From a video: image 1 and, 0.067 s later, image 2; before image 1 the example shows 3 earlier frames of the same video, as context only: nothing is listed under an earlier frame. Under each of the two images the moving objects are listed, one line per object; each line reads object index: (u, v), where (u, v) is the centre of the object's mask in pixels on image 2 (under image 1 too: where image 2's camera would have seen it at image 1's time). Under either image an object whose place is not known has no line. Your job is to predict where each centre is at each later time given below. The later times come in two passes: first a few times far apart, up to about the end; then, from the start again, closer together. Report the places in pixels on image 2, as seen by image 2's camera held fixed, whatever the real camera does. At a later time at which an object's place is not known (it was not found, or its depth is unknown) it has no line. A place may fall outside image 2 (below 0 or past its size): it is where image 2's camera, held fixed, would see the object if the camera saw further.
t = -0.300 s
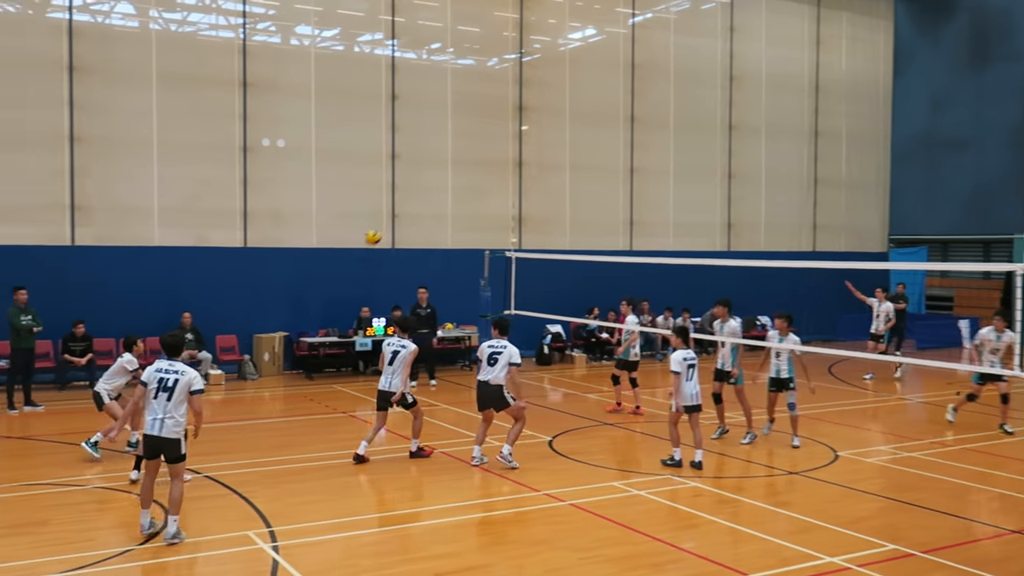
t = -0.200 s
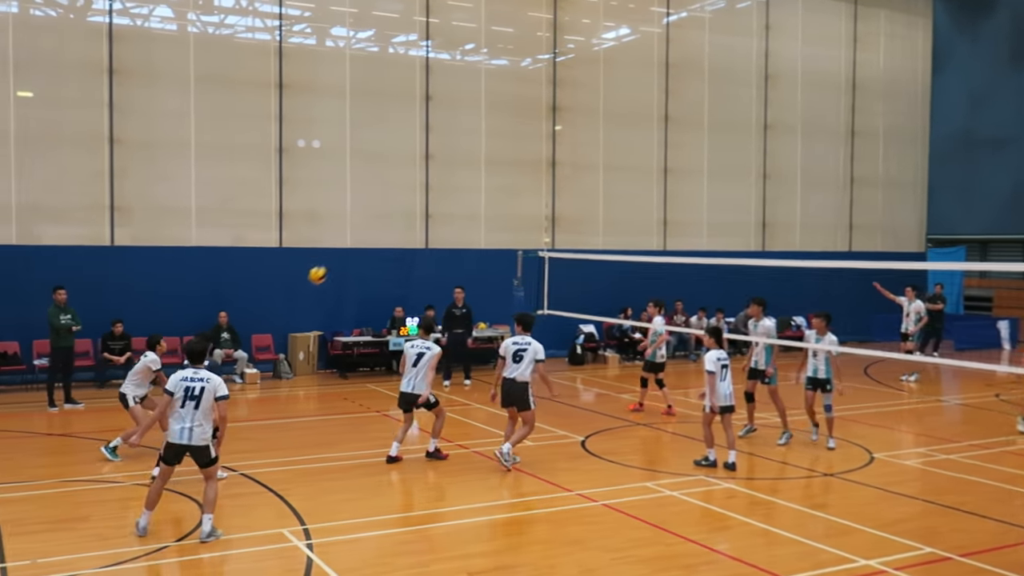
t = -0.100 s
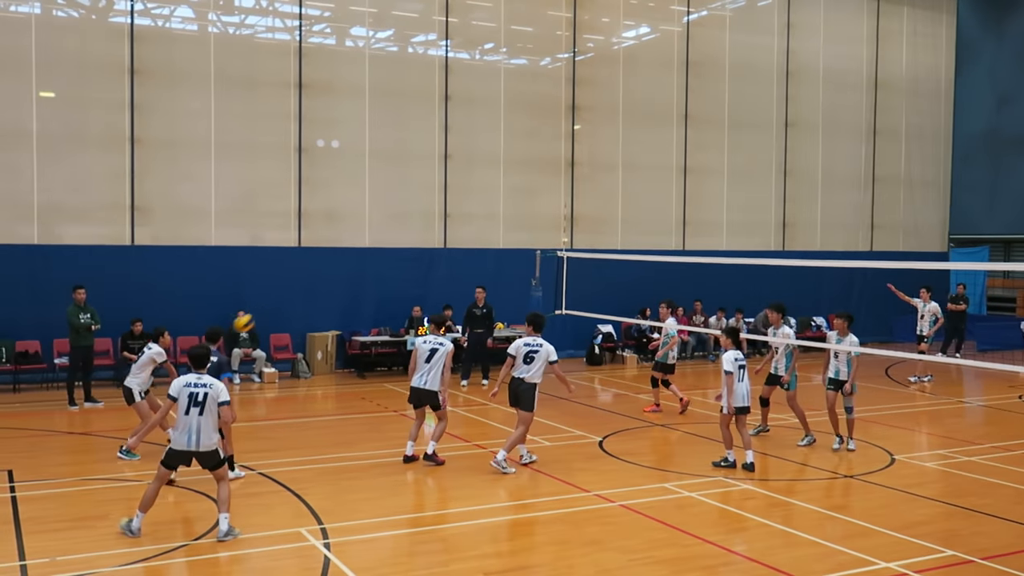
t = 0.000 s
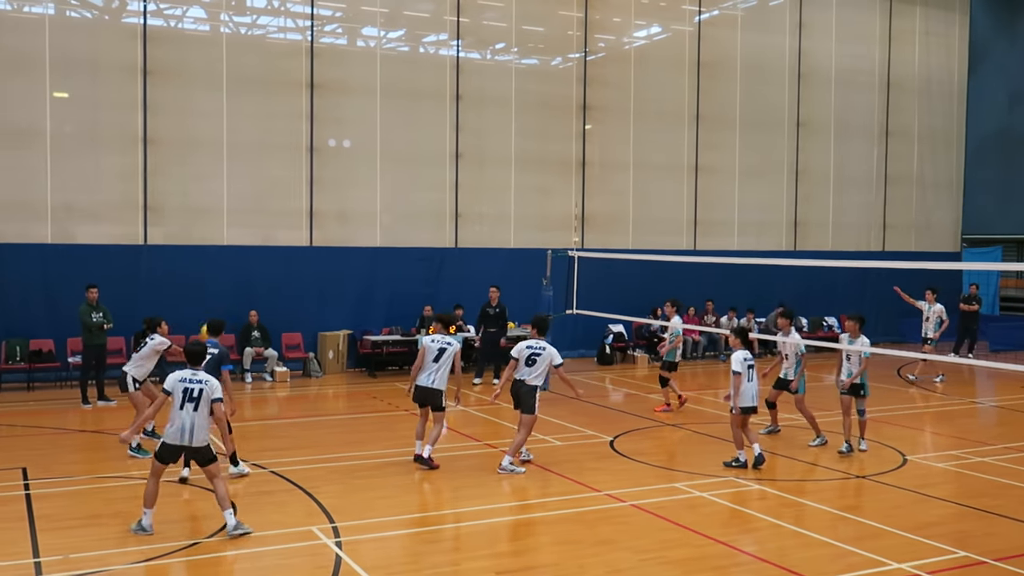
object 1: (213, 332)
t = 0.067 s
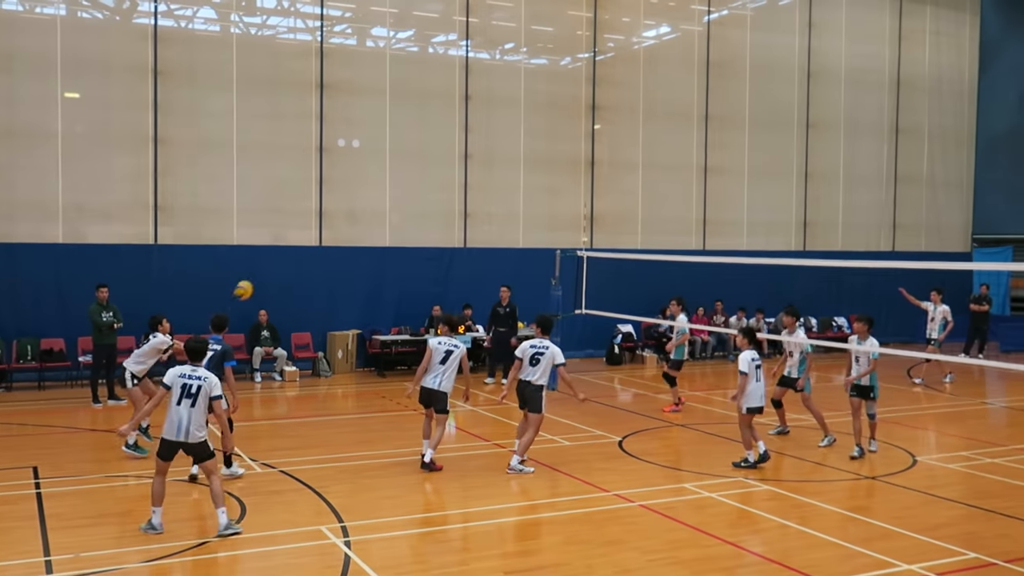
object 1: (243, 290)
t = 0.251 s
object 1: (309, 196)
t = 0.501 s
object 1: (391, 116)
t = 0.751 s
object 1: (465, 88)
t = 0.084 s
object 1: (250, 280)
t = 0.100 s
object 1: (256, 271)
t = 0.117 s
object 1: (262, 261)
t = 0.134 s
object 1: (268, 253)
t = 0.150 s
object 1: (274, 244)
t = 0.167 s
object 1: (280, 235)
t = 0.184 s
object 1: (286, 227)
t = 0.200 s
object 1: (292, 218)
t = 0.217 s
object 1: (298, 211)
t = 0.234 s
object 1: (303, 204)
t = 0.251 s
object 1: (309, 196)
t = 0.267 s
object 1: (315, 189)
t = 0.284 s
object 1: (321, 182)
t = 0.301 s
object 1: (326, 176)
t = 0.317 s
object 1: (332, 170)
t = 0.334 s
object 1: (338, 163)
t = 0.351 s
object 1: (343, 158)
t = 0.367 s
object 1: (348, 153)
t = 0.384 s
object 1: (354, 147)
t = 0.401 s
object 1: (359, 142)
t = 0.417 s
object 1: (365, 138)
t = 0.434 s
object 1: (370, 133)
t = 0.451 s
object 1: (376, 128)
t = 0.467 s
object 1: (381, 125)
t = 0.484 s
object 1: (386, 120)
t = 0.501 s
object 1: (391, 116)
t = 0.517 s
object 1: (396, 113)
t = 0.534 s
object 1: (402, 110)
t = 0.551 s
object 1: (406, 107)
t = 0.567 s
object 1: (412, 104)
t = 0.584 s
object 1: (417, 102)
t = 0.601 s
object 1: (422, 99)
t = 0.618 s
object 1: (427, 97)
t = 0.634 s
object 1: (431, 95)
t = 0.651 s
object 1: (436, 94)
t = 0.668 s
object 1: (441, 93)
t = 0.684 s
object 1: (446, 91)
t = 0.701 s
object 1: (451, 91)
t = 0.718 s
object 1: (456, 90)
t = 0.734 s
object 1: (461, 89)
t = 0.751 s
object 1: (465, 88)
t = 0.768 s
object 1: (470, 88)
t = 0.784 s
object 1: (475, 88)
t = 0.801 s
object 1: (479, 89)
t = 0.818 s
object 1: (484, 89)
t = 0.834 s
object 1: (488, 89)
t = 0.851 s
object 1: (493, 90)
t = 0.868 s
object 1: (497, 92)
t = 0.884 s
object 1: (502, 93)
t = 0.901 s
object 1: (507, 95)
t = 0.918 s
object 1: (511, 96)
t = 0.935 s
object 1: (516, 98)
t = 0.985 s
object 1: (528, 105)
